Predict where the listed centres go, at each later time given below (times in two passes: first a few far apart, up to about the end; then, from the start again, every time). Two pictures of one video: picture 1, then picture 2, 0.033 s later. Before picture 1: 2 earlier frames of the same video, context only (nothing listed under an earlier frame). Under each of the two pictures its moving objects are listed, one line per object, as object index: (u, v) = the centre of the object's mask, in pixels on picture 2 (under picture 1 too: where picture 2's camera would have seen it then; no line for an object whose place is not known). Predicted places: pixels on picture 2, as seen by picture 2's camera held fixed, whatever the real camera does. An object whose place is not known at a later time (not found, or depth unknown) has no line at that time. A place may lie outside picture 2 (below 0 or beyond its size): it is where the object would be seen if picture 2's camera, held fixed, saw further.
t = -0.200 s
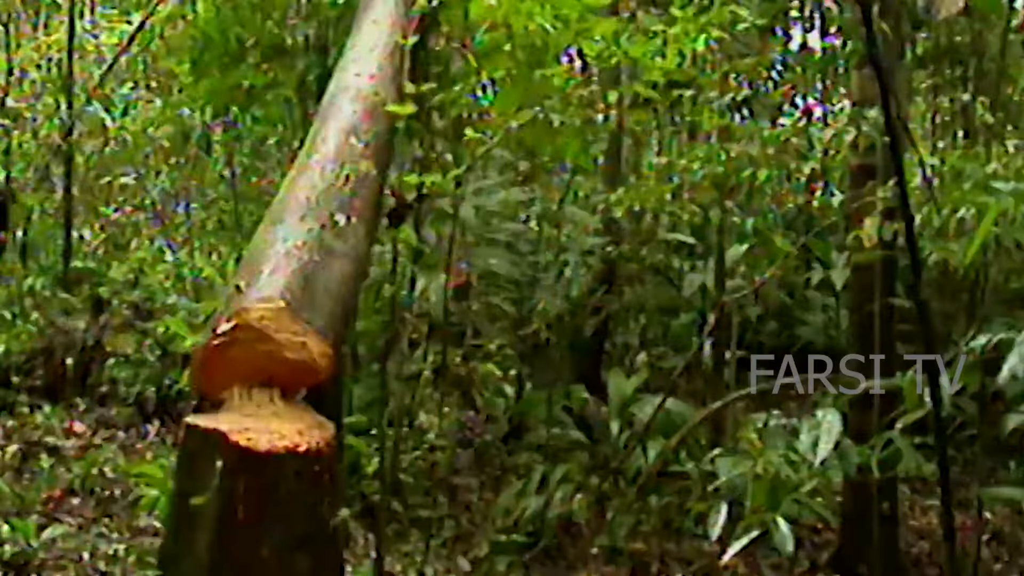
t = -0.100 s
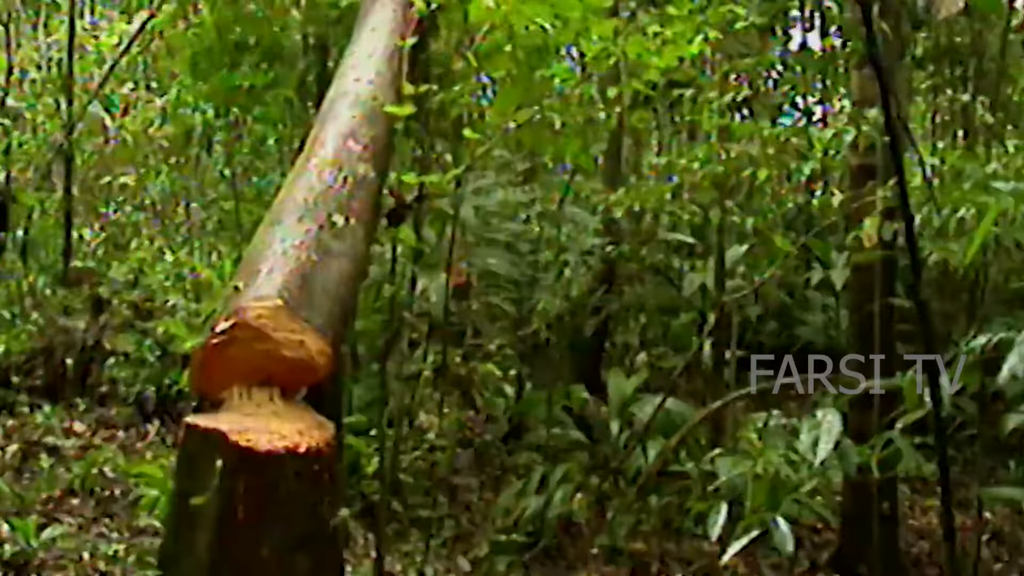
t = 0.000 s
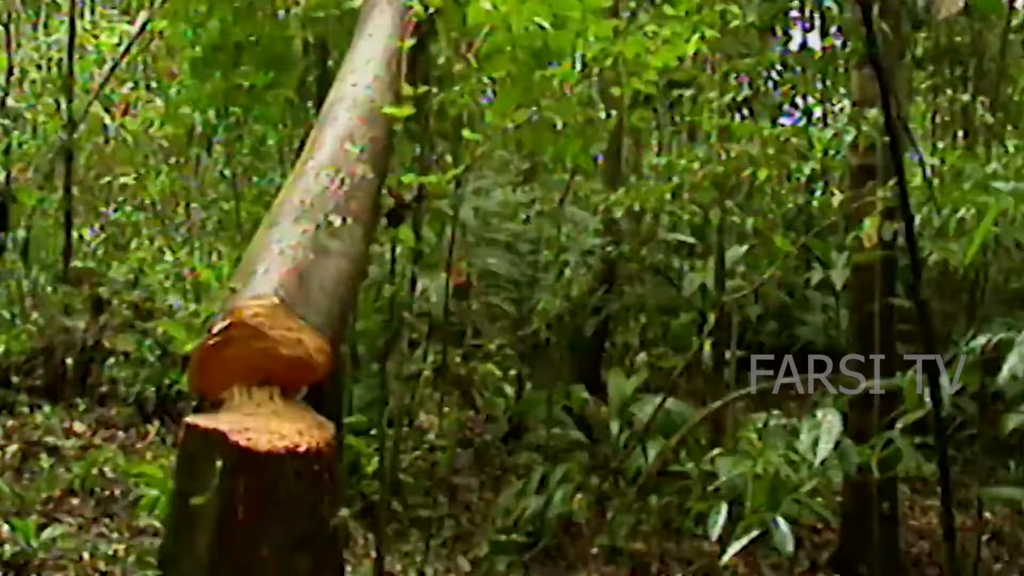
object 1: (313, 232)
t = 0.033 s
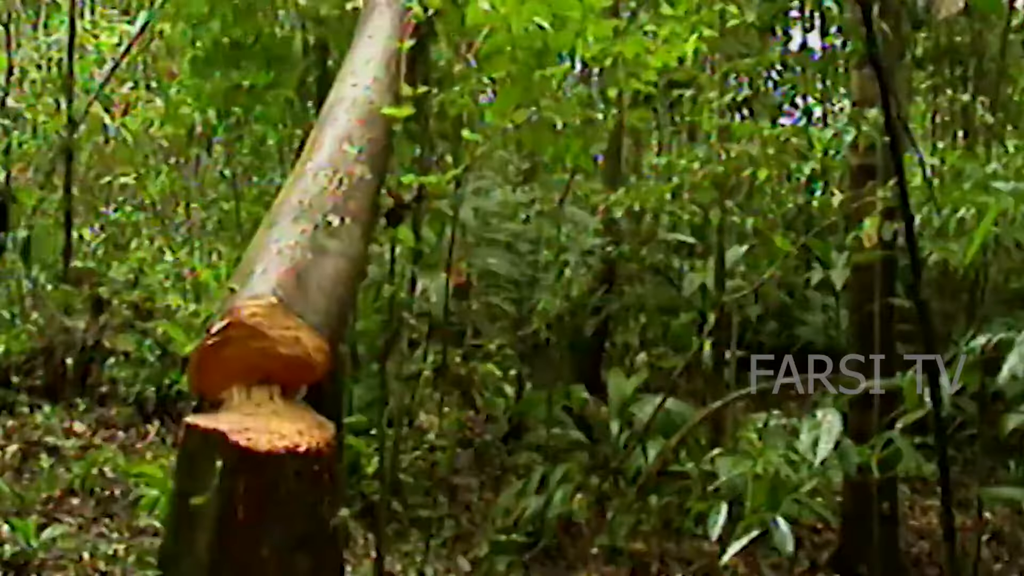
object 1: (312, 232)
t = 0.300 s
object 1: (309, 234)
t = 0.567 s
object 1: (302, 235)
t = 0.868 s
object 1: (294, 232)
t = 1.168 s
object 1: (282, 231)
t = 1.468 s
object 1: (267, 240)
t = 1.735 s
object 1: (257, 254)
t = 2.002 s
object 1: (244, 307)
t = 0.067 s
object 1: (311, 232)
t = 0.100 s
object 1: (311, 232)
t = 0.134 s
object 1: (311, 233)
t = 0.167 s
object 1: (310, 233)
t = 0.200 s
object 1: (310, 234)
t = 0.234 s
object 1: (310, 234)
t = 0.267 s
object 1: (309, 233)
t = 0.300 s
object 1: (309, 234)
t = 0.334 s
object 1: (309, 233)
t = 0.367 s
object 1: (307, 235)
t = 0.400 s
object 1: (307, 235)
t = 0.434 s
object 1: (306, 235)
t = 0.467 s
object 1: (305, 235)
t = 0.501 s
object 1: (305, 234)
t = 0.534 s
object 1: (303, 235)
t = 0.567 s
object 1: (302, 235)
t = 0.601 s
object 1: (301, 237)
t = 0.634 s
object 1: (300, 238)
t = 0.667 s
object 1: (300, 236)
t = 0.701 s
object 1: (300, 236)
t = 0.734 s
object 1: (298, 235)
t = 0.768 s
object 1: (297, 235)
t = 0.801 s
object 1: (296, 235)
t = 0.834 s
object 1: (295, 233)
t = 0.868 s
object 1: (294, 232)
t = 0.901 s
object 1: (292, 232)
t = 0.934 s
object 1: (292, 229)
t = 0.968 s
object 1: (291, 228)
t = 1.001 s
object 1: (290, 228)
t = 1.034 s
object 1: (289, 226)
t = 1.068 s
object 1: (288, 225)
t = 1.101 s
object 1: (286, 227)
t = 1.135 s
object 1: (284, 228)
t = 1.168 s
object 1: (282, 231)
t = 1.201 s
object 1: (280, 232)
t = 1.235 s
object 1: (280, 231)
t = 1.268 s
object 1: (280, 229)
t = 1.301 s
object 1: (275, 234)
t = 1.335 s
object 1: (280, 228)
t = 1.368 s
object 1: (275, 229)
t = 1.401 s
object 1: (274, 231)
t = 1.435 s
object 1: (270, 235)
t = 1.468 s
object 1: (267, 240)
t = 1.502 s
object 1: (263, 243)
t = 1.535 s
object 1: (264, 241)
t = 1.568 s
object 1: (262, 243)
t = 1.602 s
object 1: (267, 234)
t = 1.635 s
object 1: (266, 237)
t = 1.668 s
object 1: (260, 248)
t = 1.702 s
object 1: (259, 249)
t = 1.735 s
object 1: (257, 254)
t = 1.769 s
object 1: (256, 258)
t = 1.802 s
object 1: (255, 262)
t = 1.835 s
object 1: (253, 270)
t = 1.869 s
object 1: (248, 283)
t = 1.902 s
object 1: (245, 288)
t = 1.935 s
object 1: (240, 300)
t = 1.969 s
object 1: (245, 300)
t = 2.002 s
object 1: (244, 307)
